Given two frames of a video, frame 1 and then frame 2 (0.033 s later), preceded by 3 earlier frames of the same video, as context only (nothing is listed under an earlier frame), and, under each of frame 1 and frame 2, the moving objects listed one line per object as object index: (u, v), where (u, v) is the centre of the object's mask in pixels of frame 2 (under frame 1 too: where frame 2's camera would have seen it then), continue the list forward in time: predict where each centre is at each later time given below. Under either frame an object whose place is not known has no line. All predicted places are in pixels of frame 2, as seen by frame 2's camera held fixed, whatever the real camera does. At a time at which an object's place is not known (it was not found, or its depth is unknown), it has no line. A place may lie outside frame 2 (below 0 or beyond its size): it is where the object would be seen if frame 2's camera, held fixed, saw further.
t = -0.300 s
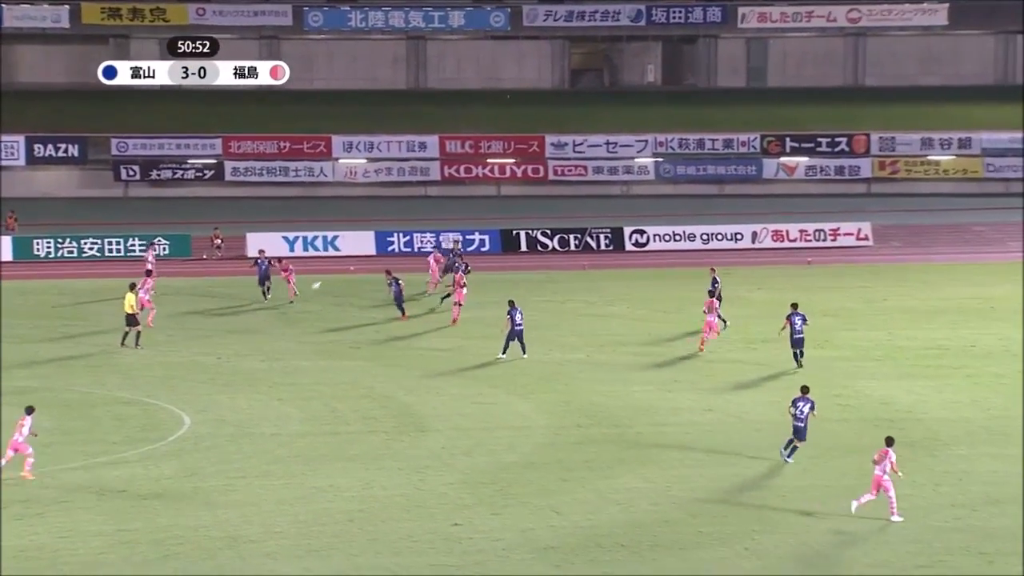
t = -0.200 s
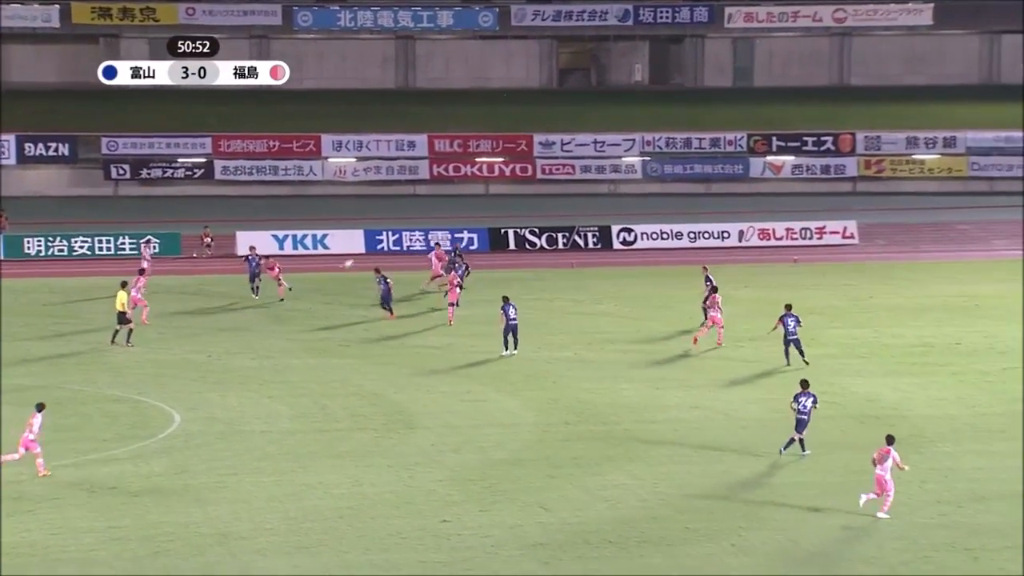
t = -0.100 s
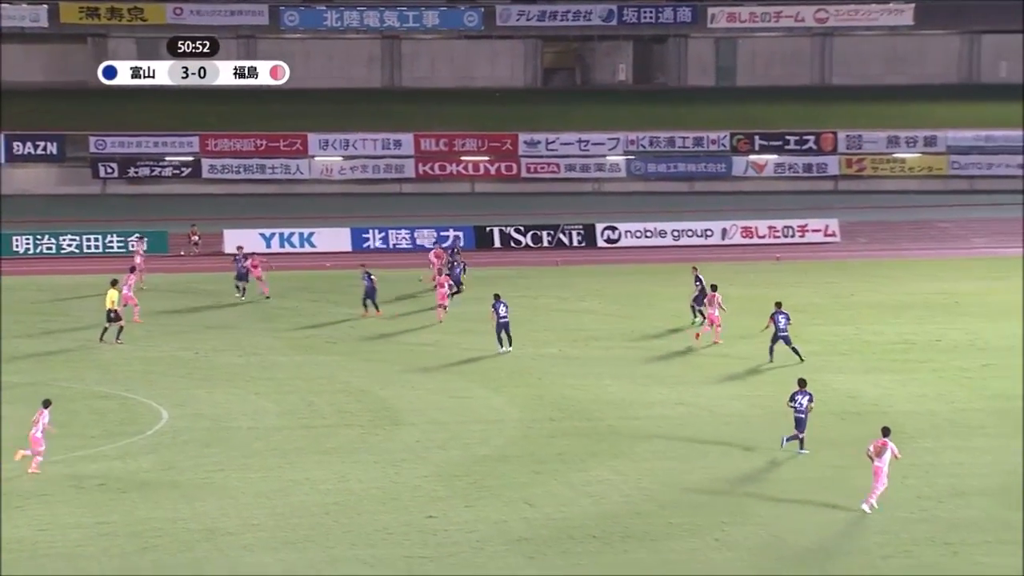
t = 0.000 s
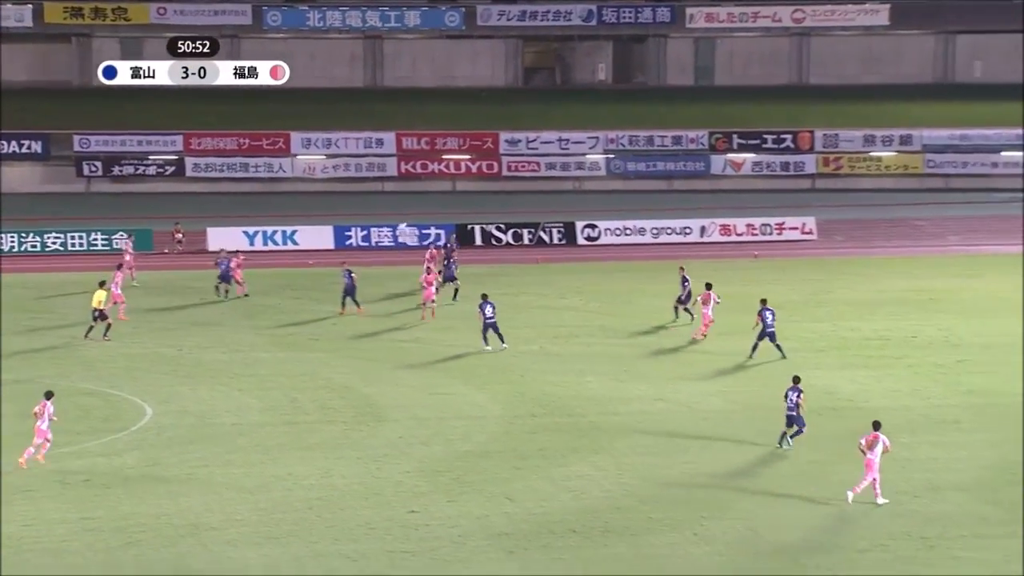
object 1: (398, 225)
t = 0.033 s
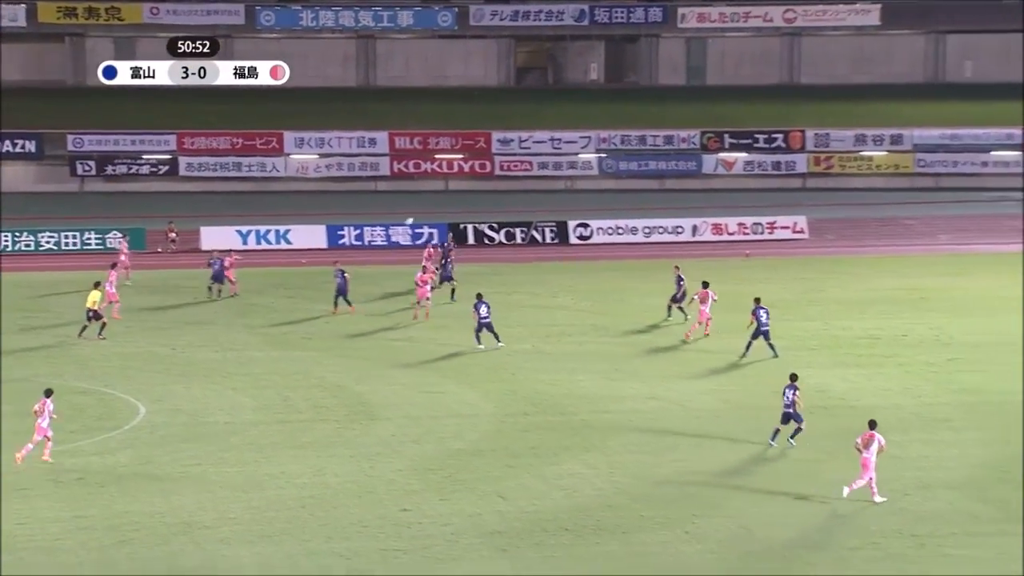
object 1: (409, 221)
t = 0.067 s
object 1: (420, 217)
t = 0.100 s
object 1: (432, 212)
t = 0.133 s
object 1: (442, 208)
